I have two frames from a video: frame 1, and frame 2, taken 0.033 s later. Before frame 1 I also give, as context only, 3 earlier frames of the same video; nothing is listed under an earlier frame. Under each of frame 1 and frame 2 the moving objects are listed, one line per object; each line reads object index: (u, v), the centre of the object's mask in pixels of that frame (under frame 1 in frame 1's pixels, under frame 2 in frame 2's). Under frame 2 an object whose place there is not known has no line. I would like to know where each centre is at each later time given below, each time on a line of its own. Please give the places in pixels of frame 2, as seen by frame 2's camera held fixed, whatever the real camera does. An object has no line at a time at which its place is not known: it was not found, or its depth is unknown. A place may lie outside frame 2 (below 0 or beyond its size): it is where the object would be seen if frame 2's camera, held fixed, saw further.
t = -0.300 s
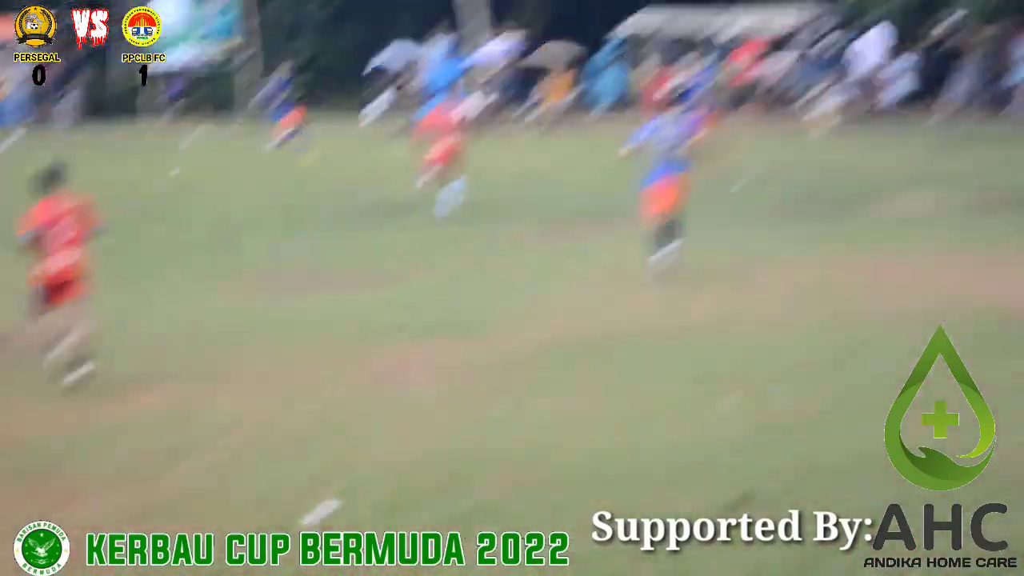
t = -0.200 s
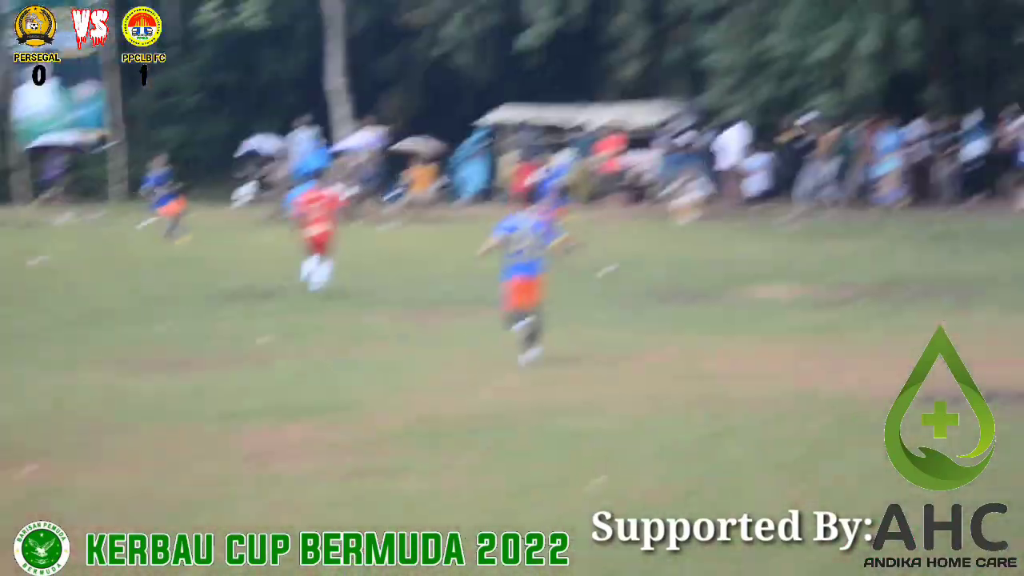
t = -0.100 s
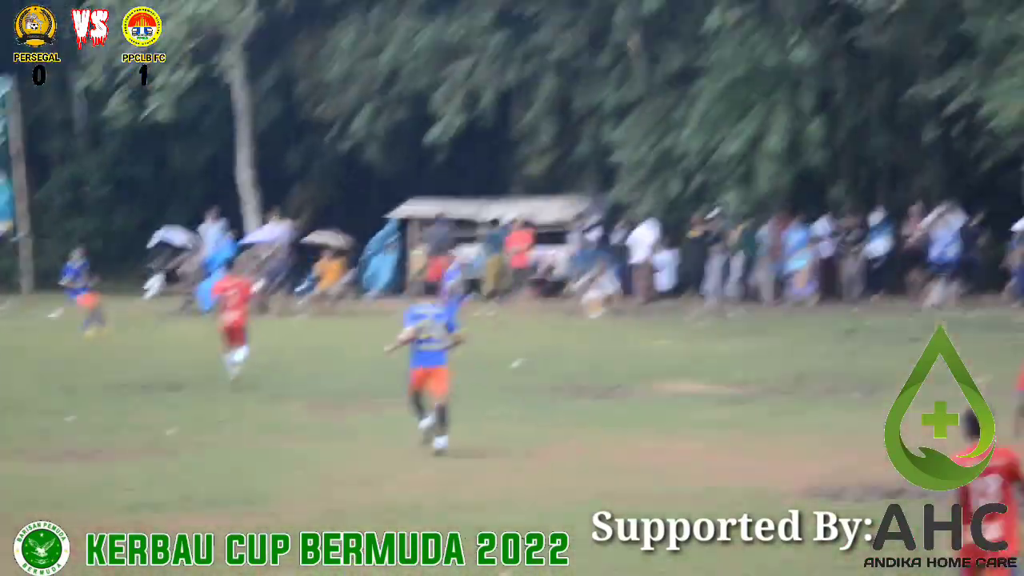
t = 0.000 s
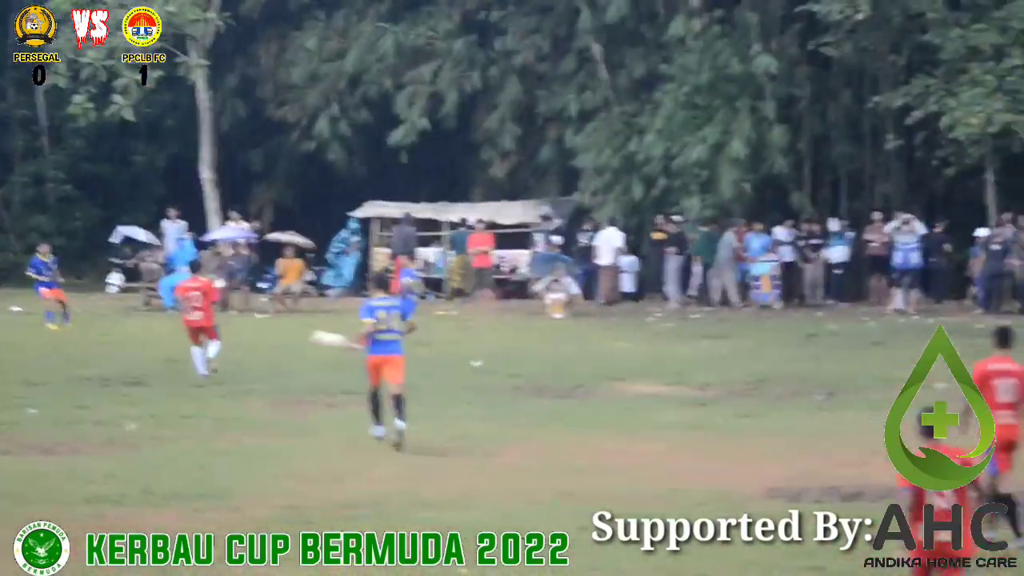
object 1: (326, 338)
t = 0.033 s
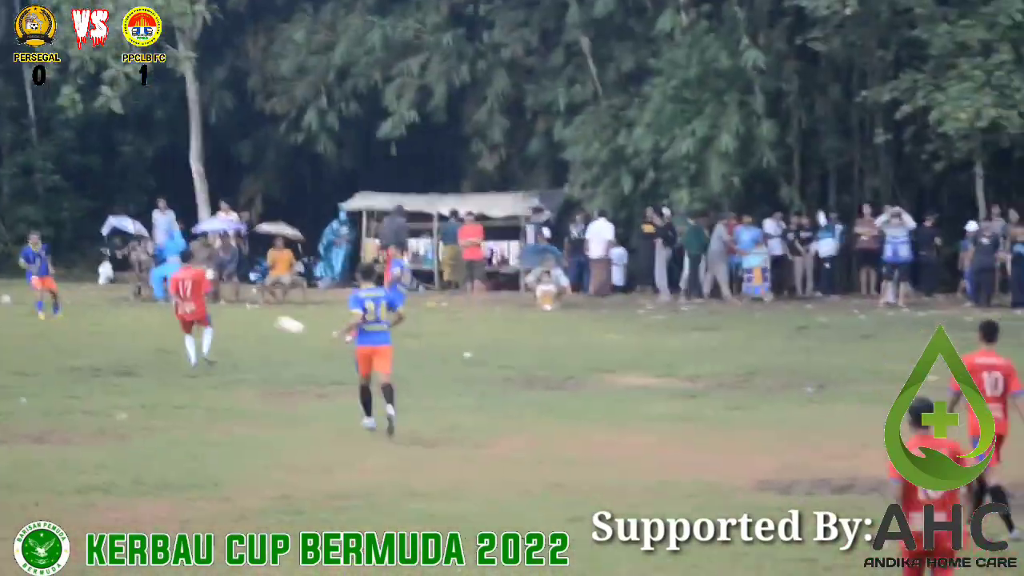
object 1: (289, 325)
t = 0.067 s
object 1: (262, 322)
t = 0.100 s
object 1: (234, 319)
